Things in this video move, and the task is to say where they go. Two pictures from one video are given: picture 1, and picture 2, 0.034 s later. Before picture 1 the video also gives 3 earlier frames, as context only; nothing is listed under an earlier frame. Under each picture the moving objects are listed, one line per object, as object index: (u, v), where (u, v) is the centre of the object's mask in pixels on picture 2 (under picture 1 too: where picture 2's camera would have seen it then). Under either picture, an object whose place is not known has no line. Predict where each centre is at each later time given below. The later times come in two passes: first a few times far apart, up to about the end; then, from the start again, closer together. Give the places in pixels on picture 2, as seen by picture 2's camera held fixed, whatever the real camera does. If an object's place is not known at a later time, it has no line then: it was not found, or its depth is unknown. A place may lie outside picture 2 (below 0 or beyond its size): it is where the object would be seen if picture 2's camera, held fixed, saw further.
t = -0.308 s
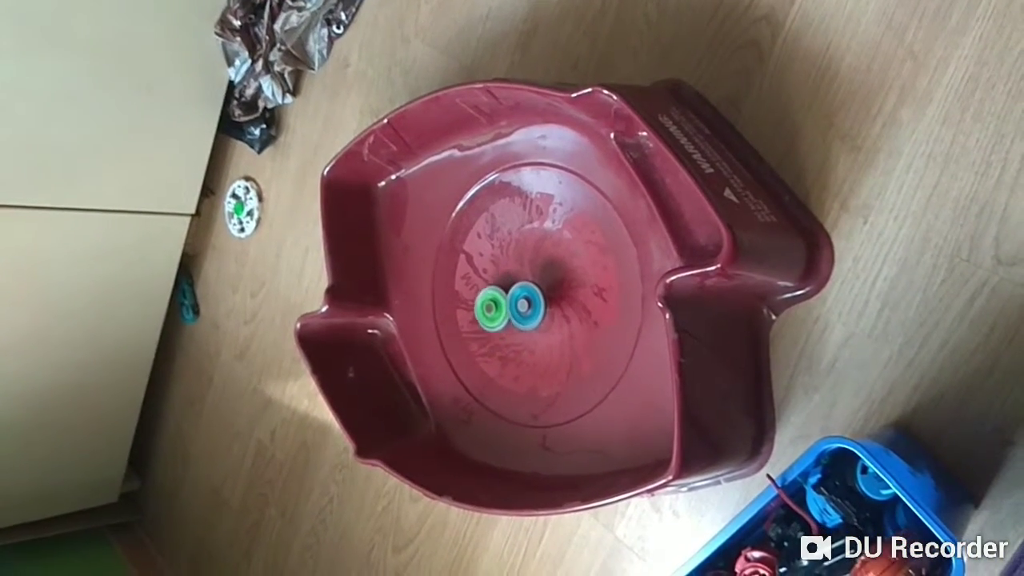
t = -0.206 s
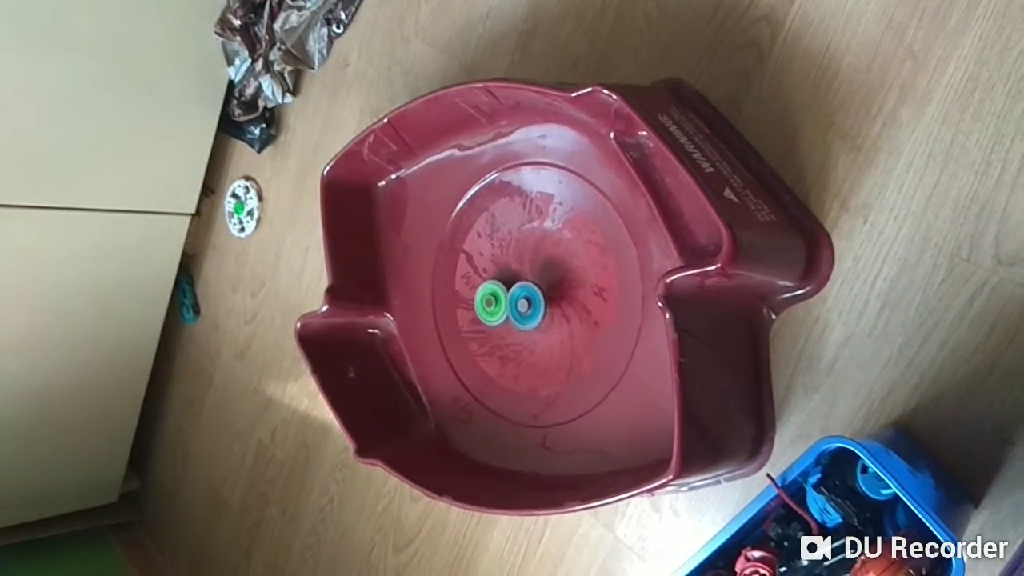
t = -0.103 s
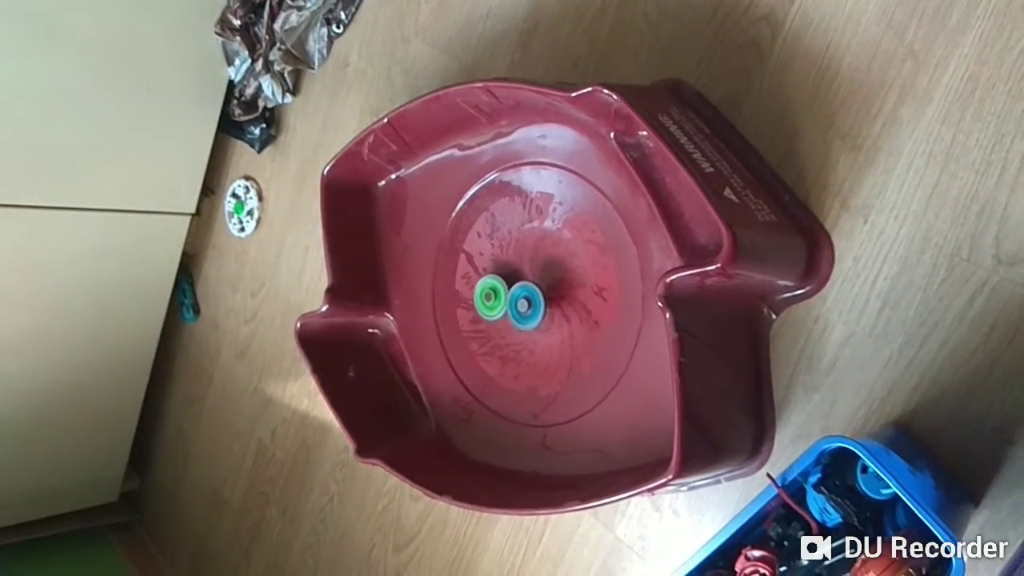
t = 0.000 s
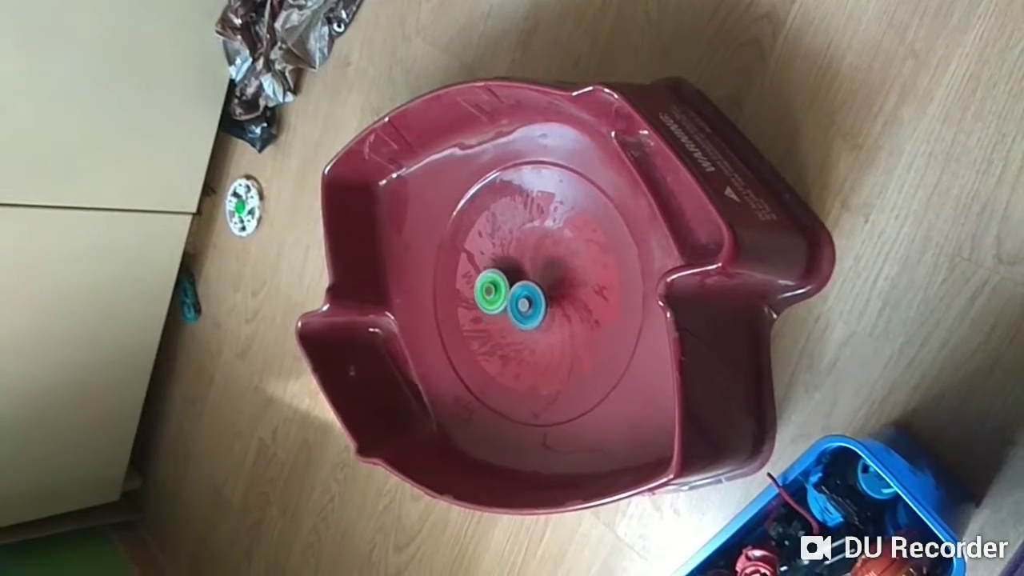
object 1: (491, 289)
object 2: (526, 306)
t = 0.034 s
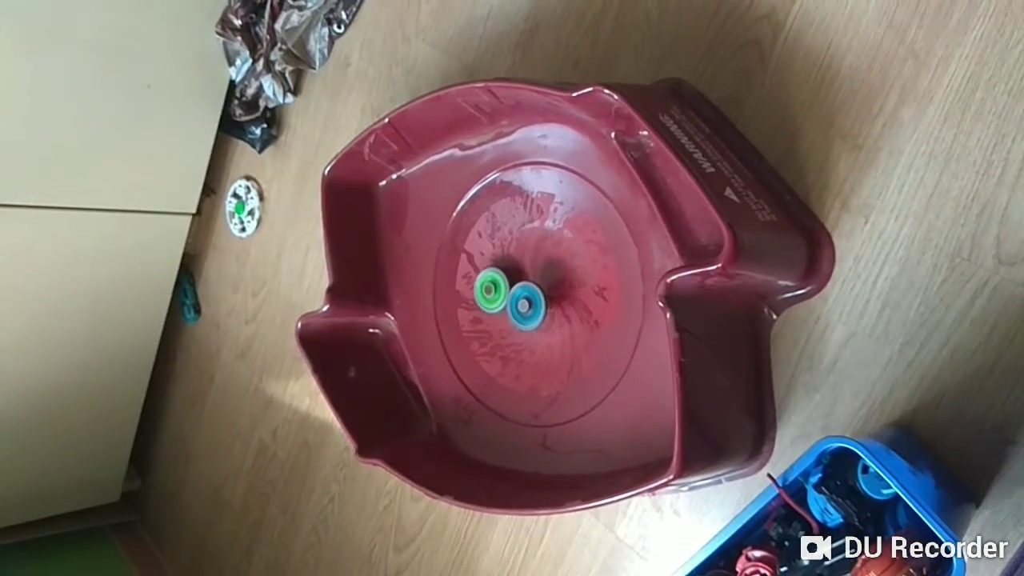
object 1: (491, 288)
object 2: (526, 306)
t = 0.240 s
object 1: (490, 280)
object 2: (526, 305)
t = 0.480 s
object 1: (493, 282)
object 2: (526, 305)
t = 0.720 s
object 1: (501, 274)
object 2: (526, 303)
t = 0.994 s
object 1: (511, 266)
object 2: (526, 303)
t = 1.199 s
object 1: (519, 259)
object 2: (526, 303)
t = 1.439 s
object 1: (527, 250)
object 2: (526, 304)
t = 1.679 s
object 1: (532, 240)
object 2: (526, 304)
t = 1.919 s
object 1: (524, 246)
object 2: (526, 304)
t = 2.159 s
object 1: (534, 258)
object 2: (526, 304)
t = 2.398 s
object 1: (545, 266)
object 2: (527, 304)
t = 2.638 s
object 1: (556, 275)
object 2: (527, 304)
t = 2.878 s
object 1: (568, 281)
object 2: (527, 304)
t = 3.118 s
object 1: (566, 266)
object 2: (527, 305)
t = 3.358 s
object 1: (560, 275)
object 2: (527, 305)
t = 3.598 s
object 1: (561, 289)
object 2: (522, 305)
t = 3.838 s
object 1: (568, 302)
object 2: (518, 302)
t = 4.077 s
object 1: (571, 292)
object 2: (516, 298)
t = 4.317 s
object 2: (517, 293)
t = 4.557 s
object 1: (556, 303)
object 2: (520, 290)
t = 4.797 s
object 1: (553, 316)
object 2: (521, 290)
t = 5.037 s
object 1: (551, 329)
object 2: (521, 291)
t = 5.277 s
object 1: (553, 336)
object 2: (521, 294)
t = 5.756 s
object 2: (516, 296)
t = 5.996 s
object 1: (533, 334)
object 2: (515, 295)
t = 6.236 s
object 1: (525, 337)
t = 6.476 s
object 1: (521, 341)
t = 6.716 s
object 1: (526, 340)
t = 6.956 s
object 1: (520, 336)
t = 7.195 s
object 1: (514, 340)
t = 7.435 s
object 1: (521, 339)
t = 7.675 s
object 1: (519, 333)
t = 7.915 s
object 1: (514, 331)
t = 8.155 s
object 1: (510, 328)
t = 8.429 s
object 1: (501, 323)
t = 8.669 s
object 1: (499, 321)
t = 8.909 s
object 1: (498, 317)
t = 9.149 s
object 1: (497, 311)
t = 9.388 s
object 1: (495, 305)
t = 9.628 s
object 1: (492, 297)
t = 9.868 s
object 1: (493, 290)
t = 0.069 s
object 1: (491, 286)
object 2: (526, 305)
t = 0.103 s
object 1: (491, 284)
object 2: (526, 305)
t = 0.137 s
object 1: (491, 284)
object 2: (526, 305)
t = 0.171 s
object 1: (491, 282)
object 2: (526, 306)
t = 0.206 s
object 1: (491, 282)
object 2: (526, 305)
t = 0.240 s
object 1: (490, 280)
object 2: (526, 305)
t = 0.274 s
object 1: (490, 280)
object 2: (526, 305)
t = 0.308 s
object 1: (490, 282)
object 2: (526, 305)
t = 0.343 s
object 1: (490, 283)
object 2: (525, 305)
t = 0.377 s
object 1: (491, 284)
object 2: (526, 305)
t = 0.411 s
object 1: (491, 283)
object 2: (526, 305)
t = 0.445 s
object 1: (492, 283)
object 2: (526, 305)
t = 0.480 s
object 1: (493, 282)
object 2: (526, 305)
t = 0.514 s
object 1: (494, 280)
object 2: (526, 305)
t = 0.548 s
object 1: (495, 279)
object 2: (526, 305)
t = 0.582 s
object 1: (496, 279)
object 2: (526, 303)
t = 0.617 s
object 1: (497, 277)
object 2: (525, 303)
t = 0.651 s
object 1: (498, 276)
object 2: (526, 303)
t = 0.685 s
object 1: (499, 276)
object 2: (526, 303)
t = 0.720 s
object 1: (501, 274)
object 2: (526, 303)
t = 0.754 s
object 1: (502, 273)
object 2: (526, 303)
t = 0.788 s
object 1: (503, 272)
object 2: (526, 303)
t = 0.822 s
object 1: (504, 271)
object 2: (526, 303)
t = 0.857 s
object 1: (506, 270)
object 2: (526, 303)
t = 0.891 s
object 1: (507, 269)
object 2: (526, 303)
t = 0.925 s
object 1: (508, 268)
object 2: (526, 303)
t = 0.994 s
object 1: (511, 266)
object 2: (526, 303)
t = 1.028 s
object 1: (512, 265)
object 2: (526, 303)
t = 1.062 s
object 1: (513, 264)
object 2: (526, 303)
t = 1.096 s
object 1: (515, 262)
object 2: (526, 303)
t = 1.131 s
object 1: (516, 261)
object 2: (526, 303)
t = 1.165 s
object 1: (517, 260)
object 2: (526, 303)
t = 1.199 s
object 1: (519, 259)
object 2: (526, 303)
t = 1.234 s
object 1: (520, 258)
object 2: (526, 303)
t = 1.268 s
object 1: (521, 257)
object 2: (526, 303)
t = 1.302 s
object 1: (522, 255)
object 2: (526, 304)
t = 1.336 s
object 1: (523, 253)
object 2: (526, 303)
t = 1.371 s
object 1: (525, 252)
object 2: (526, 304)
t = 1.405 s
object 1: (526, 251)
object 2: (526, 304)
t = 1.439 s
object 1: (527, 250)
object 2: (526, 304)
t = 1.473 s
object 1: (529, 248)
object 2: (526, 304)
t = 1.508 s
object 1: (530, 247)
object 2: (526, 304)
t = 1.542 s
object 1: (531, 245)
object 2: (526, 304)
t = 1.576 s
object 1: (532, 244)
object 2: (526, 304)
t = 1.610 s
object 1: (533, 242)
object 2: (526, 304)
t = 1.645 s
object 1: (533, 241)
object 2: (526, 304)
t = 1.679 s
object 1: (532, 240)
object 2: (526, 304)
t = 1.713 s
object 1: (531, 239)
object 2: (526, 304)
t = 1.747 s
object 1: (529, 239)
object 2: (526, 304)
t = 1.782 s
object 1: (527, 240)
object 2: (526, 304)
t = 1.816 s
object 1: (525, 240)
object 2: (526, 304)
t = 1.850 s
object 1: (524, 242)
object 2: (526, 304)
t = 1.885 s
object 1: (523, 244)
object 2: (526, 304)
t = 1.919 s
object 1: (524, 246)
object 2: (526, 304)
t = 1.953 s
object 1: (525, 247)
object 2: (526, 304)
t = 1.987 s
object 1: (526, 249)
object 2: (526, 304)
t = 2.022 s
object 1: (529, 253)
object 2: (526, 304)
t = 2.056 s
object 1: (530, 255)
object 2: (526, 304)
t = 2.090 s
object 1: (531, 254)
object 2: (526, 304)
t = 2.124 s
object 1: (533, 257)
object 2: (526, 304)
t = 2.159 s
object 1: (534, 258)
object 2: (526, 304)
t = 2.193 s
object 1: (536, 260)
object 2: (526, 304)
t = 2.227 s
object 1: (537, 261)
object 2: (526, 304)
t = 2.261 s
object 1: (539, 262)
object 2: (526, 304)
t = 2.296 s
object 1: (540, 264)
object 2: (526, 304)
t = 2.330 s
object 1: (542, 264)
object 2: (526, 304)
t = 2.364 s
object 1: (544, 265)
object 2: (527, 304)
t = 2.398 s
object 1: (545, 266)
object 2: (527, 304)
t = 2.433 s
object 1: (546, 266)
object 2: (527, 304)
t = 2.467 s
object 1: (547, 267)
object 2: (527, 304)
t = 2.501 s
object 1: (549, 268)
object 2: (527, 304)
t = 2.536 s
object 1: (551, 270)
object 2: (527, 304)
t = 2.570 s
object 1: (552, 272)
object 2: (527, 304)
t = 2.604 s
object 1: (554, 274)
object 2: (527, 304)
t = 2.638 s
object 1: (556, 275)
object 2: (527, 304)
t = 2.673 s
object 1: (557, 275)
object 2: (527, 304)
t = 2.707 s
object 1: (560, 276)
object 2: (527, 304)
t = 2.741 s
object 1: (561, 277)
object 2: (527, 304)
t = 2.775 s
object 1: (563, 278)
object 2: (527, 304)
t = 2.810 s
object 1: (565, 279)
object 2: (527, 304)
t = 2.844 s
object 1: (567, 280)
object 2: (527, 304)
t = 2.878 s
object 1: (568, 281)
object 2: (527, 304)
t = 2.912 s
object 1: (570, 280)
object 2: (527, 304)
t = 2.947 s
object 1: (571, 278)
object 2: (527, 304)
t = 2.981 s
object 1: (571, 276)
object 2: (527, 305)
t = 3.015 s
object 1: (570, 273)
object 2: (527, 305)
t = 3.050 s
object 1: (569, 271)
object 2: (527, 305)
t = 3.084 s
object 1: (568, 268)
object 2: (527, 305)
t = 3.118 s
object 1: (566, 266)
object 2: (527, 305)
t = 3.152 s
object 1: (564, 265)
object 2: (527, 305)
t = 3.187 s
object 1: (563, 265)
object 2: (527, 305)
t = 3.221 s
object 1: (562, 266)
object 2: (527, 305)
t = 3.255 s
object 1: (561, 268)
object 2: (527, 305)
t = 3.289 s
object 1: (560, 270)
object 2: (527, 305)
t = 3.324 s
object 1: (560, 273)
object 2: (527, 305)
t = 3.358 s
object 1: (560, 275)
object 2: (527, 305)
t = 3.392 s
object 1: (559, 277)
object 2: (527, 305)
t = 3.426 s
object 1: (559, 279)
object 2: (527, 304)
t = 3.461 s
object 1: (559, 282)
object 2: (527, 305)
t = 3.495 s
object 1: (560, 284)
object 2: (525, 305)
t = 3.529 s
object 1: (559, 285)
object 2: (524, 305)
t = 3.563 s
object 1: (561, 288)
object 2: (523, 305)
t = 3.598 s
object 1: (561, 289)
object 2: (522, 305)
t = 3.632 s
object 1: (563, 292)
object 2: (522, 305)
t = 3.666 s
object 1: (563, 293)
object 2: (521, 305)
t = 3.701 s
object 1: (564, 294)
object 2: (521, 305)
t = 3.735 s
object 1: (566, 297)
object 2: (519, 304)
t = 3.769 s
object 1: (566, 299)
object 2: (519, 304)
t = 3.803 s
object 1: (567, 300)
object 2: (518, 303)
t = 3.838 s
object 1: (568, 302)
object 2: (518, 302)
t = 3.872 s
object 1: (569, 303)
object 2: (517, 302)
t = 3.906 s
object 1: (571, 302)
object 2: (517, 301)
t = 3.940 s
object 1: (571, 300)
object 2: (517, 300)
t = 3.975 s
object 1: (572, 298)
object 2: (517, 300)
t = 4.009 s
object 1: (572, 296)
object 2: (516, 299)
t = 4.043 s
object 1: (571, 294)
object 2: (516, 299)
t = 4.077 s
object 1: (571, 292)
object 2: (516, 298)
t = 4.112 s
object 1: (570, 291)
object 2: (516, 297)
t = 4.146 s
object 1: (569, 290)
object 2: (516, 296)
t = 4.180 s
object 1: (568, 290)
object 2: (516, 296)
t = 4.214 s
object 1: (567, 291)
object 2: (516, 295)
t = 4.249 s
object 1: (566, 291)
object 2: (517, 295)
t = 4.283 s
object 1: (565, 293)
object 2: (517, 294)
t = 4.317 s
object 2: (517, 293)
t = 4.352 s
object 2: (517, 293)
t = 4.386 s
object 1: (561, 297)
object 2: (518, 293)
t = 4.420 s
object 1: (560, 298)
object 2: (518, 292)
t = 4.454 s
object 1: (559, 299)
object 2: (519, 291)
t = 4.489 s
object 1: (558, 300)
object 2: (519, 291)
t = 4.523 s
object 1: (557, 302)
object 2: (519, 291)
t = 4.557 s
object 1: (556, 303)
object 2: (520, 290)
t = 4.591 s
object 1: (556, 306)
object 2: (520, 290)
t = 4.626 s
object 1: (556, 308)
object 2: (520, 290)
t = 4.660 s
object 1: (555, 310)
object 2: (520, 290)
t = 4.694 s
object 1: (555, 312)
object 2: (520, 290)
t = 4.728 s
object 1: (554, 313)
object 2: (520, 290)
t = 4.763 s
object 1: (554, 315)
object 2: (520, 290)
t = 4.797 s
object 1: (553, 316)
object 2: (521, 290)
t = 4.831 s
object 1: (553, 318)
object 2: (521, 290)
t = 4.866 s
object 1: (553, 320)
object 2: (521, 290)
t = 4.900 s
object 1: (552, 322)
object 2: (521, 290)
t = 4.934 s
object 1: (552, 324)
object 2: (521, 290)
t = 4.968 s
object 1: (552, 325)
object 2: (521, 290)
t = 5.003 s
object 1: (551, 327)
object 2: (521, 290)
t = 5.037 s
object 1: (551, 329)
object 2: (521, 291)
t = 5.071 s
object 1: (551, 330)
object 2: (521, 291)
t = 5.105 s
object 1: (551, 332)
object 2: (521, 291)
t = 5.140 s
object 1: (550, 334)
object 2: (521, 292)
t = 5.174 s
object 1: (551, 335)
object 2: (521, 292)
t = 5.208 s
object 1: (551, 336)
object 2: (521, 293)
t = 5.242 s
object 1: (552, 336)
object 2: (521, 293)
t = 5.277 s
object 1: (553, 336)
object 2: (521, 294)
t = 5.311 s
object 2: (521, 294)
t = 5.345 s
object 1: (555, 334)
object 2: (520, 295)
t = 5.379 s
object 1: (555, 333)
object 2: (520, 294)
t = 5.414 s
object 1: (556, 332)
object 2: (520, 295)
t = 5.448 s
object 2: (520, 295)
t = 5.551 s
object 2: (518, 296)
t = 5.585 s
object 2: (517, 296)
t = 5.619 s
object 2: (517, 296)
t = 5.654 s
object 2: (517, 296)
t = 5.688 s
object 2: (516, 296)
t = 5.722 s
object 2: (516, 296)
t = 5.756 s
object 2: (516, 296)
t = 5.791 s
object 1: (541, 330)
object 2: (515, 296)
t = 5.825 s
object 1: (540, 331)
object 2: (516, 296)
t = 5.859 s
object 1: (539, 331)
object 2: (516, 296)
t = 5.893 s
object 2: (515, 296)
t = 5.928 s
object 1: (536, 333)
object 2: (515, 295)
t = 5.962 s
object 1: (534, 333)
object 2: (515, 295)
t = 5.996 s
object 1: (533, 334)
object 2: (515, 295)
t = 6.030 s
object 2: (515, 295)
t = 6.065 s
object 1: (531, 334)
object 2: (515, 295)
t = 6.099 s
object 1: (530, 335)
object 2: (515, 295)
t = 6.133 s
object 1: (529, 336)
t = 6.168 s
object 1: (528, 336)
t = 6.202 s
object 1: (526, 336)
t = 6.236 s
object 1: (525, 337)
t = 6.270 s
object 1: (524, 337)
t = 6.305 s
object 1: (523, 338)
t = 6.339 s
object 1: (522, 338)
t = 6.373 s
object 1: (521, 339)
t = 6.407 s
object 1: (521, 339)
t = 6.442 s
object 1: (521, 340)
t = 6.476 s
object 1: (521, 341)
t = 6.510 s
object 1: (522, 342)
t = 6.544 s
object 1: (523, 342)
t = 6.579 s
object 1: (524, 342)
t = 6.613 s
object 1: (525, 341)
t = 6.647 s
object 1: (526, 340)
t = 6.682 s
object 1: (526, 340)
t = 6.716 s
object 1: (526, 340)
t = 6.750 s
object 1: (525, 338)
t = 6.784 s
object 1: (524, 338)
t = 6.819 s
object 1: (524, 337)
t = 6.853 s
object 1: (523, 337)
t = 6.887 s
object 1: (522, 335)
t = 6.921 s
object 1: (522, 336)
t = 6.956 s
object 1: (520, 336)
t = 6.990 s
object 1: (519, 336)
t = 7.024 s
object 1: (518, 337)
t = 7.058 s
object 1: (517, 337)
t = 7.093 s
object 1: (516, 338)
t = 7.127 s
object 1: (514, 338)
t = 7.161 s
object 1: (514, 338)
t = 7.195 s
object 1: (514, 340)
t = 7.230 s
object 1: (515, 340)
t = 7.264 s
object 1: (517, 341)
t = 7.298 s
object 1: (518, 341)
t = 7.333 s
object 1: (519, 341)
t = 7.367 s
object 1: (520, 341)
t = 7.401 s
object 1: (521, 340)
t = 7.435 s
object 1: (521, 339)
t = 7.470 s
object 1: (521, 338)
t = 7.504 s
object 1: (521, 338)
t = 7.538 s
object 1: (521, 336)
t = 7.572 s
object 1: (521, 335)
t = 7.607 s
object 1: (520, 334)
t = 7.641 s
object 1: (520, 333)
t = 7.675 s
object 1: (519, 333)
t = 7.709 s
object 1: (518, 332)
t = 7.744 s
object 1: (520, 331)
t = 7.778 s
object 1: (519, 332)
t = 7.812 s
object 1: (517, 332)
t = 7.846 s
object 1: (515, 333)
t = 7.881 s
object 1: (515, 333)
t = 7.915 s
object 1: (514, 331)
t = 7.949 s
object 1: (514, 331)
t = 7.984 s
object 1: (512, 331)
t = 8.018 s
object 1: (511, 331)
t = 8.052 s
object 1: (511, 331)
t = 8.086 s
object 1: (511, 328)
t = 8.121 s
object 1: (509, 330)
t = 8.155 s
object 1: (510, 328)
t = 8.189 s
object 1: (505, 326)
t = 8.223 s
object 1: (504, 327)
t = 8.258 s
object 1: (504, 325)
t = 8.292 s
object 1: (504, 325)
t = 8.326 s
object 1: (503, 325)
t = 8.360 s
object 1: (503, 325)
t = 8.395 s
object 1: (502, 324)
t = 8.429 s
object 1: (501, 323)
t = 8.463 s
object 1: (501, 323)
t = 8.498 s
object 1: (501, 322)
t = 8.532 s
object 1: (500, 322)
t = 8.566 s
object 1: (500, 322)
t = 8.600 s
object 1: (500, 322)
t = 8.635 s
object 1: (500, 321)
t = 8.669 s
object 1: (499, 321)
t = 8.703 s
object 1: (499, 320)
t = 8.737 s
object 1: (499, 319)
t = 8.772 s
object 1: (499, 319)
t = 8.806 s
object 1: (499, 319)
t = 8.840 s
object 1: (499, 318)
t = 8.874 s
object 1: (499, 318)
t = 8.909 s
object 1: (498, 317)
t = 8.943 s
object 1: (498, 316)
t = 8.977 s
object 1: (498, 316)
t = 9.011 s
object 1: (498, 315)
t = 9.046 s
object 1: (498, 315)
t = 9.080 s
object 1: (498, 313)
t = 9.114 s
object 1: (497, 312)
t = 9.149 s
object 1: (497, 311)
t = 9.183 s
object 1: (497, 310)
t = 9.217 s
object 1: (496, 309)
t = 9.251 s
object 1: (496, 308)
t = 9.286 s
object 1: (496, 307)
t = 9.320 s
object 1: (495, 306)
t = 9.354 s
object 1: (495, 305)
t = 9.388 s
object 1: (495, 305)
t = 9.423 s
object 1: (495, 304)
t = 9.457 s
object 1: (495, 303)
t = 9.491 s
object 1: (491, 300)
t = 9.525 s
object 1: (491, 299)
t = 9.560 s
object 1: (491, 301)
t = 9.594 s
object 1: (491, 299)
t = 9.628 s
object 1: (492, 297)
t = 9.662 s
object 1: (492, 296)
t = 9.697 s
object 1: (495, 297)
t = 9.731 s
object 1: (492, 295)
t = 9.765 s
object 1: (492, 293)
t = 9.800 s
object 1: (492, 293)
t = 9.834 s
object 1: (493, 292)
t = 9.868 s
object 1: (493, 290)
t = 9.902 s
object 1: (492, 291)
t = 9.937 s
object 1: (492, 290)
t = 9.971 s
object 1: (492, 290)
